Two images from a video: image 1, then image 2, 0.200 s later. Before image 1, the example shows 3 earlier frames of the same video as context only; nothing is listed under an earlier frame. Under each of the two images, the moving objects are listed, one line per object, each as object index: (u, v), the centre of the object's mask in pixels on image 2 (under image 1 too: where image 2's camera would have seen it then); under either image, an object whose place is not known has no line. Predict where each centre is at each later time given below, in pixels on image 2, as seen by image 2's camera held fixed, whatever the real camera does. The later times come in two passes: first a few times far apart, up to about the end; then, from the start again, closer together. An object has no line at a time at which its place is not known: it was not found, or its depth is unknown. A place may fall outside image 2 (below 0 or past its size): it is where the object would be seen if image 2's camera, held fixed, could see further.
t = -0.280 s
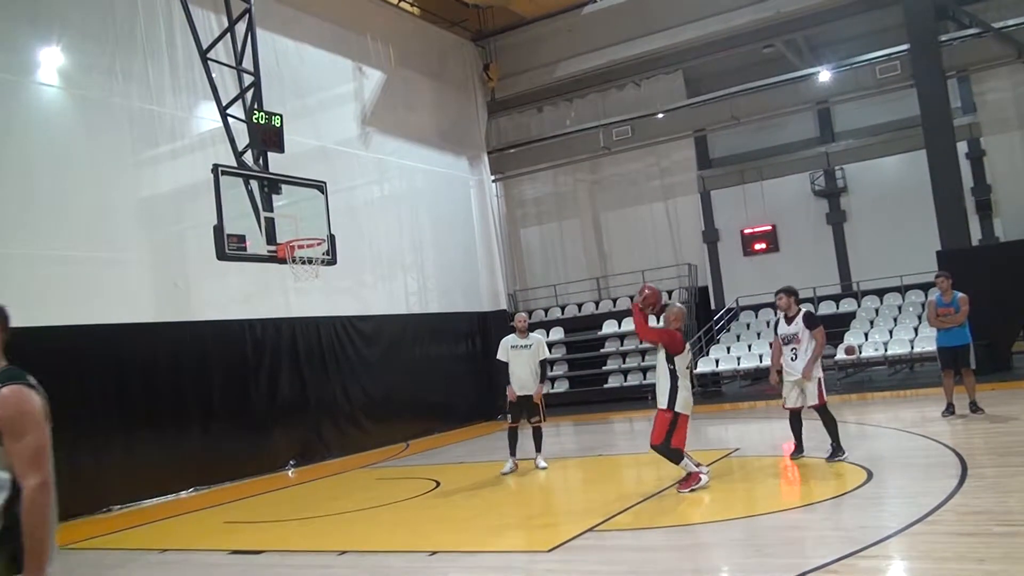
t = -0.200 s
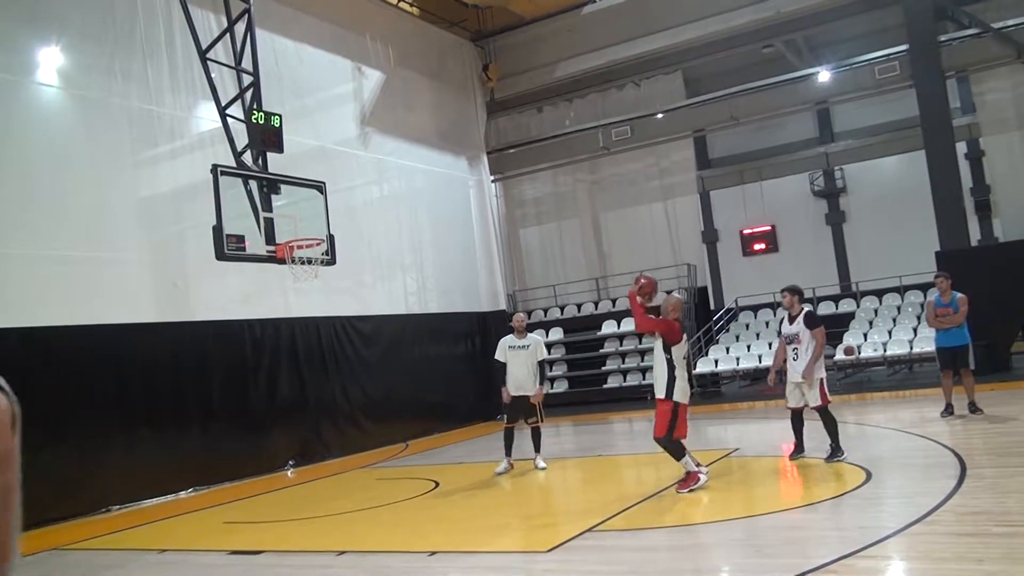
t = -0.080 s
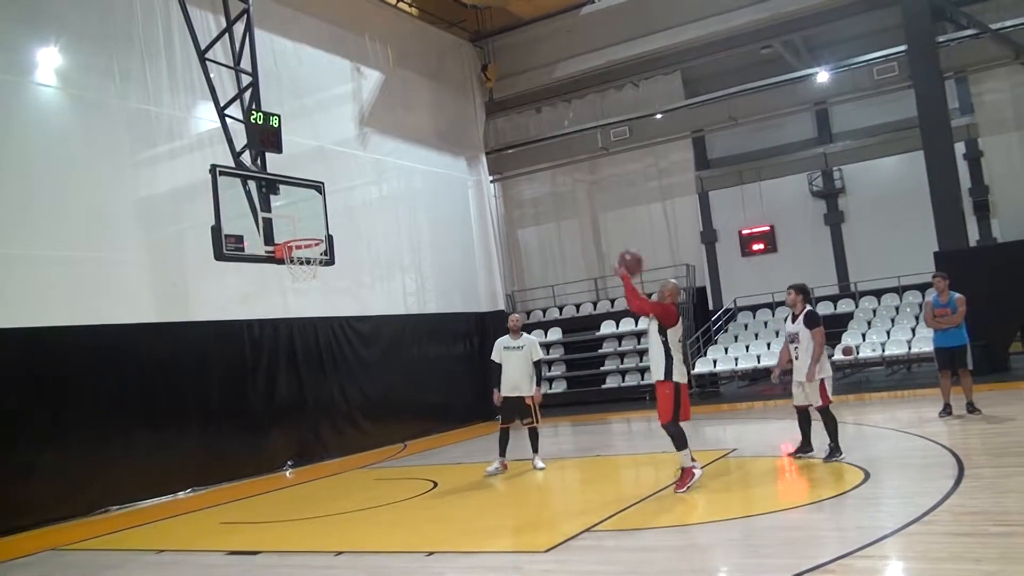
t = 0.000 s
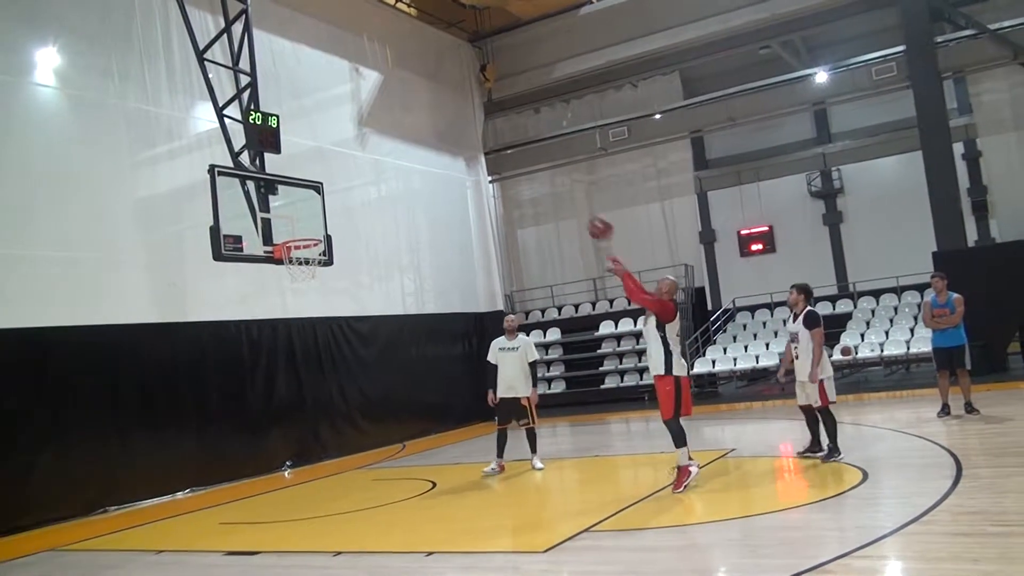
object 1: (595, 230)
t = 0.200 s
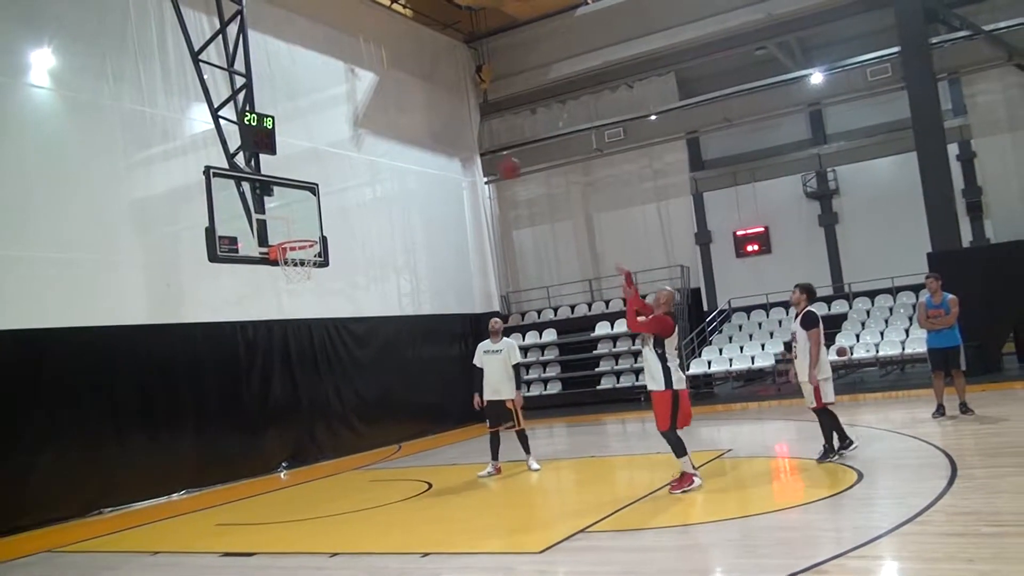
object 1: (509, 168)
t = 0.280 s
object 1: (479, 156)
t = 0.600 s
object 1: (372, 162)
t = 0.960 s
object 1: (288, 264)
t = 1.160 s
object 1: (304, 328)
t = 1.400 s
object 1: (326, 443)
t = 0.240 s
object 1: (494, 162)
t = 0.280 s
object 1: (479, 156)
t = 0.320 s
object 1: (463, 152)
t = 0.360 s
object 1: (449, 149)
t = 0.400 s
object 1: (436, 148)
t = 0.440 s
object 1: (422, 148)
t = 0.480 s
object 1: (409, 150)
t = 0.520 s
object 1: (396, 153)
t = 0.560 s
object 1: (384, 157)
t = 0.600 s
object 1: (372, 162)
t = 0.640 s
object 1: (360, 169)
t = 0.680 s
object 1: (349, 177)
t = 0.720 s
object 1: (338, 186)
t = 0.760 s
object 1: (332, 192)
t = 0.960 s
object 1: (288, 264)
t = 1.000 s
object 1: (291, 276)
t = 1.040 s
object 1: (294, 286)
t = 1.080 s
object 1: (297, 298)
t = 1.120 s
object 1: (300, 312)
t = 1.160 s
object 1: (304, 328)
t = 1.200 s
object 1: (308, 344)
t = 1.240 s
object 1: (312, 362)
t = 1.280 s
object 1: (315, 380)
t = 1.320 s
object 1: (319, 400)
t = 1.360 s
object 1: (322, 422)
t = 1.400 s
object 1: (326, 443)
